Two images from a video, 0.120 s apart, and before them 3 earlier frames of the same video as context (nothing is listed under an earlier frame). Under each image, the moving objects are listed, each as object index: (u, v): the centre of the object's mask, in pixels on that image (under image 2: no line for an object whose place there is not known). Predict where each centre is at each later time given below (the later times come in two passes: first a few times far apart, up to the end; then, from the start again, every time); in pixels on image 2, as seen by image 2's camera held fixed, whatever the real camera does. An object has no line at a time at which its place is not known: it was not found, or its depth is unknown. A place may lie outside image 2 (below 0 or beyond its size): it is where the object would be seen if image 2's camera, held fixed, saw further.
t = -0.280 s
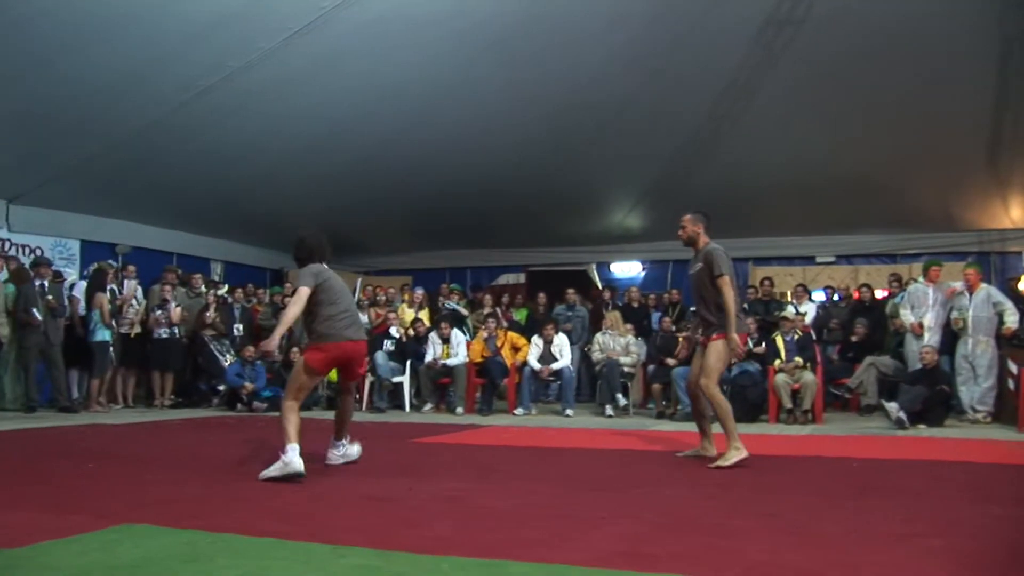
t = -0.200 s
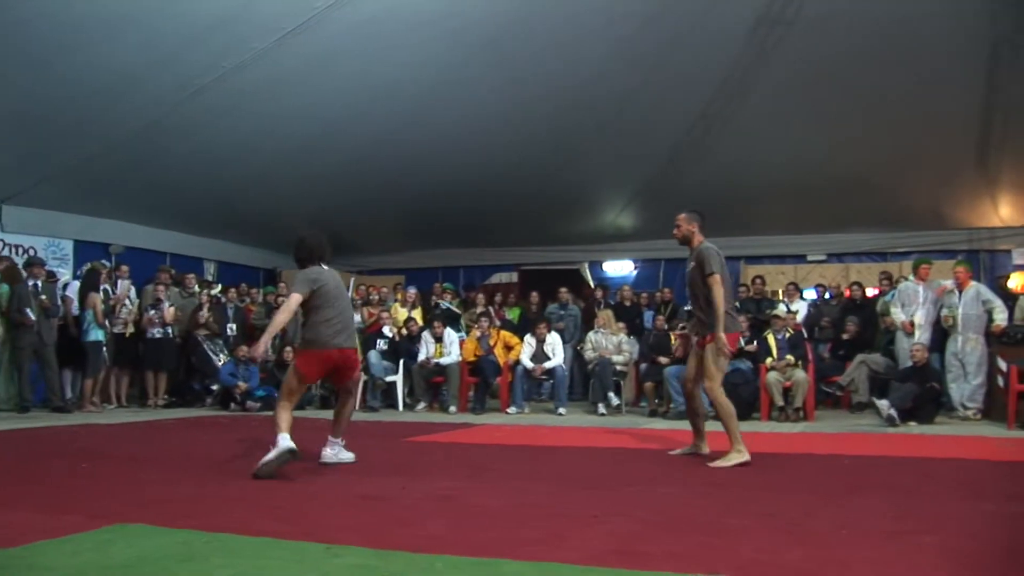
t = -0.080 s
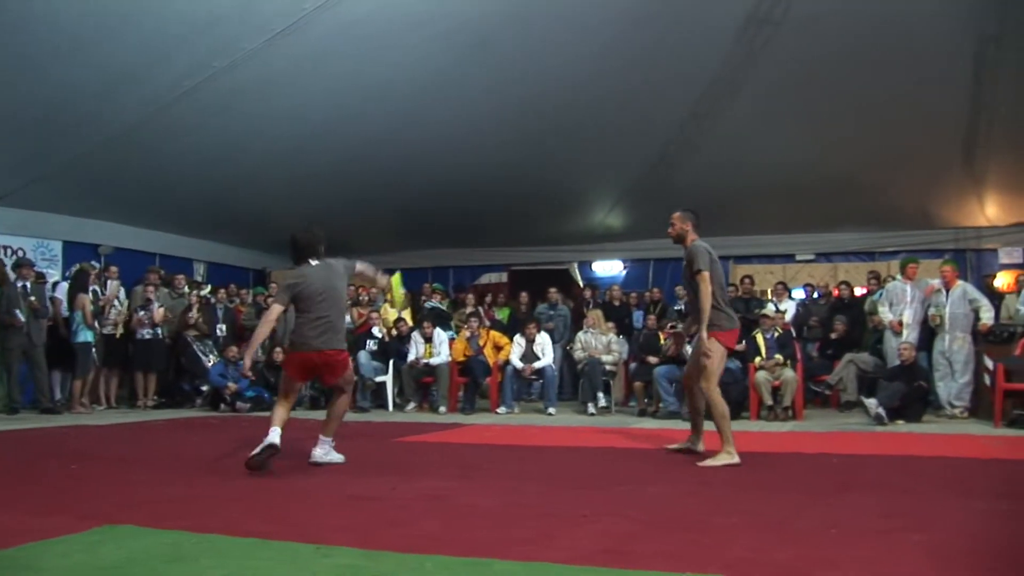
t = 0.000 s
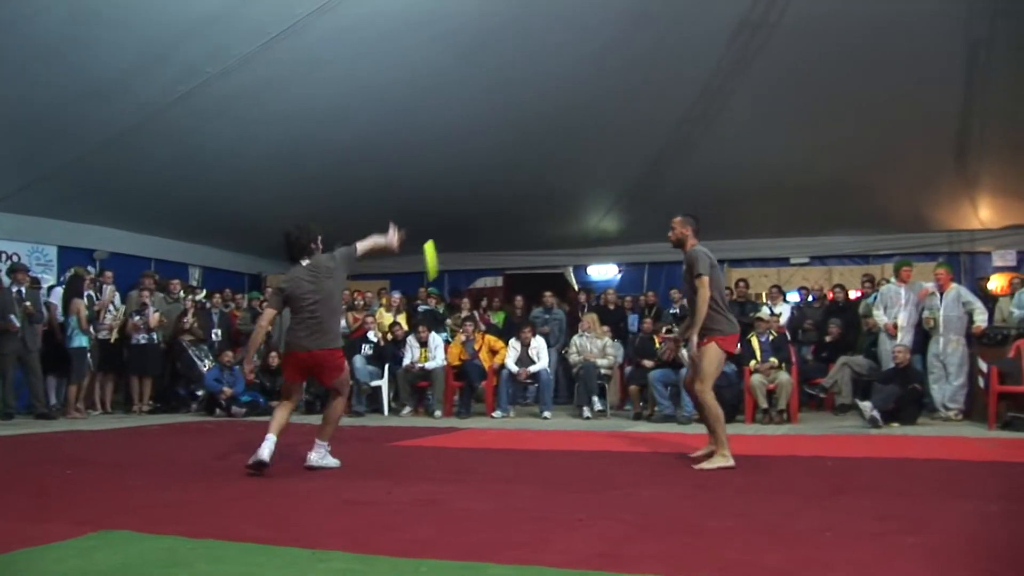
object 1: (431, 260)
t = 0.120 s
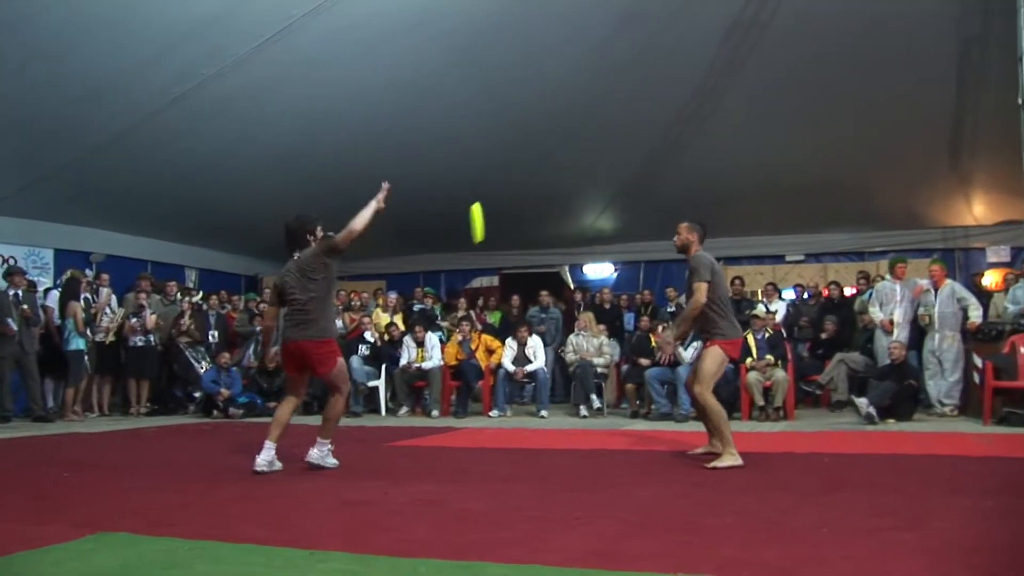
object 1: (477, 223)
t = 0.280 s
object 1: (540, 204)
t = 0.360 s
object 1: (570, 209)
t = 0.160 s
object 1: (493, 214)
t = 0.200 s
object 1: (509, 209)
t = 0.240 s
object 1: (524, 205)
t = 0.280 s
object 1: (540, 204)
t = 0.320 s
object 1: (555, 205)
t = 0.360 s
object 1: (570, 209)
